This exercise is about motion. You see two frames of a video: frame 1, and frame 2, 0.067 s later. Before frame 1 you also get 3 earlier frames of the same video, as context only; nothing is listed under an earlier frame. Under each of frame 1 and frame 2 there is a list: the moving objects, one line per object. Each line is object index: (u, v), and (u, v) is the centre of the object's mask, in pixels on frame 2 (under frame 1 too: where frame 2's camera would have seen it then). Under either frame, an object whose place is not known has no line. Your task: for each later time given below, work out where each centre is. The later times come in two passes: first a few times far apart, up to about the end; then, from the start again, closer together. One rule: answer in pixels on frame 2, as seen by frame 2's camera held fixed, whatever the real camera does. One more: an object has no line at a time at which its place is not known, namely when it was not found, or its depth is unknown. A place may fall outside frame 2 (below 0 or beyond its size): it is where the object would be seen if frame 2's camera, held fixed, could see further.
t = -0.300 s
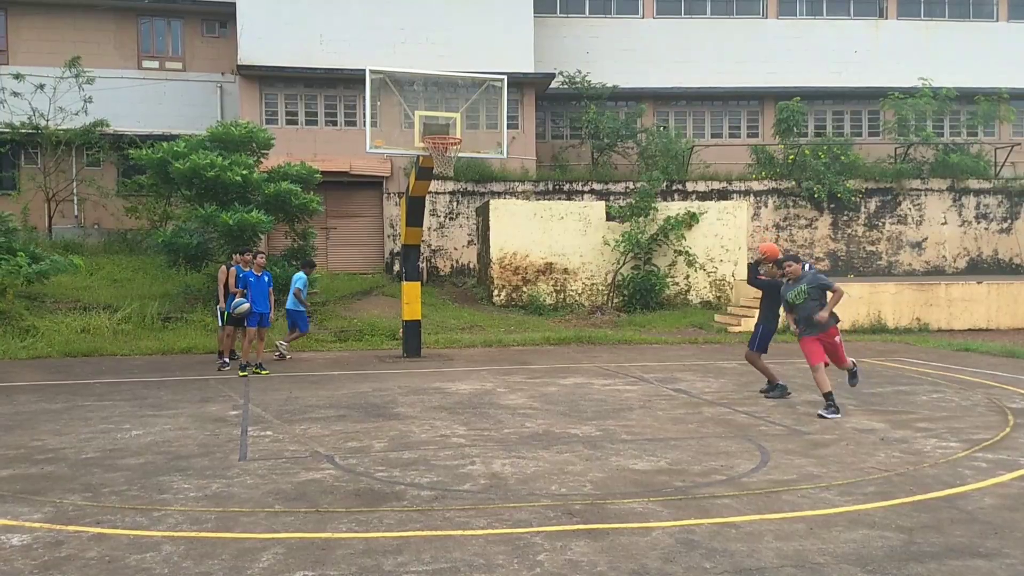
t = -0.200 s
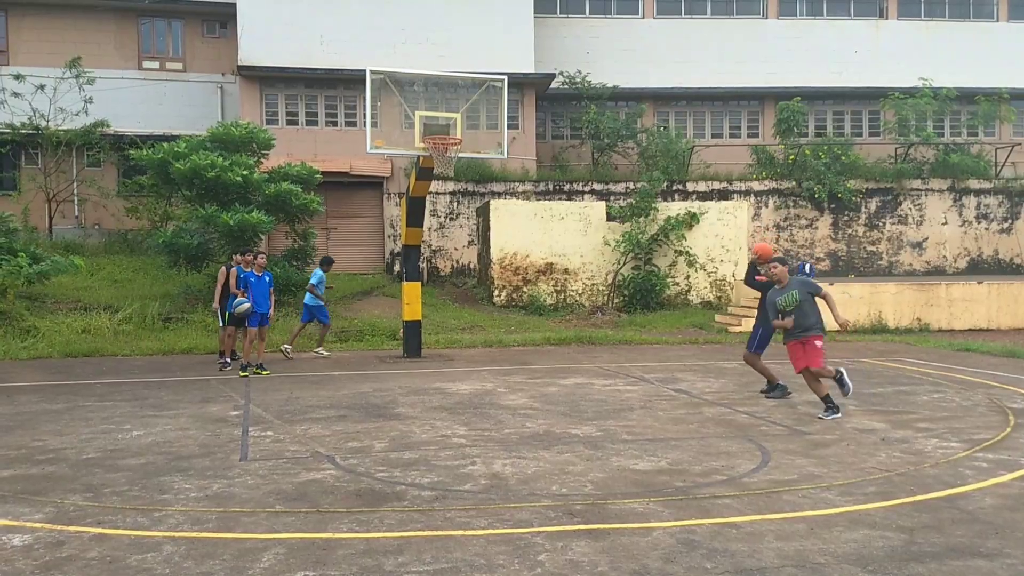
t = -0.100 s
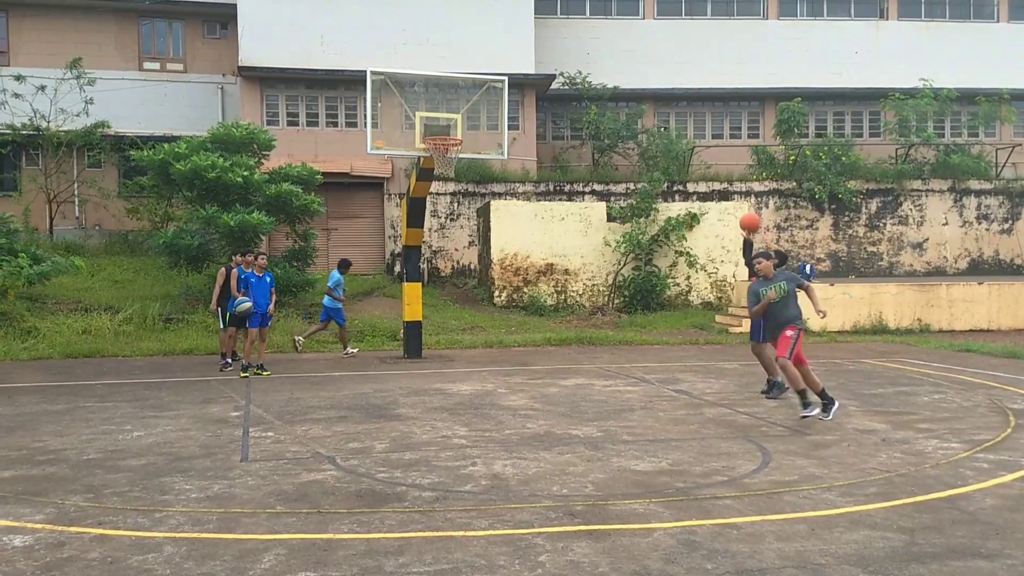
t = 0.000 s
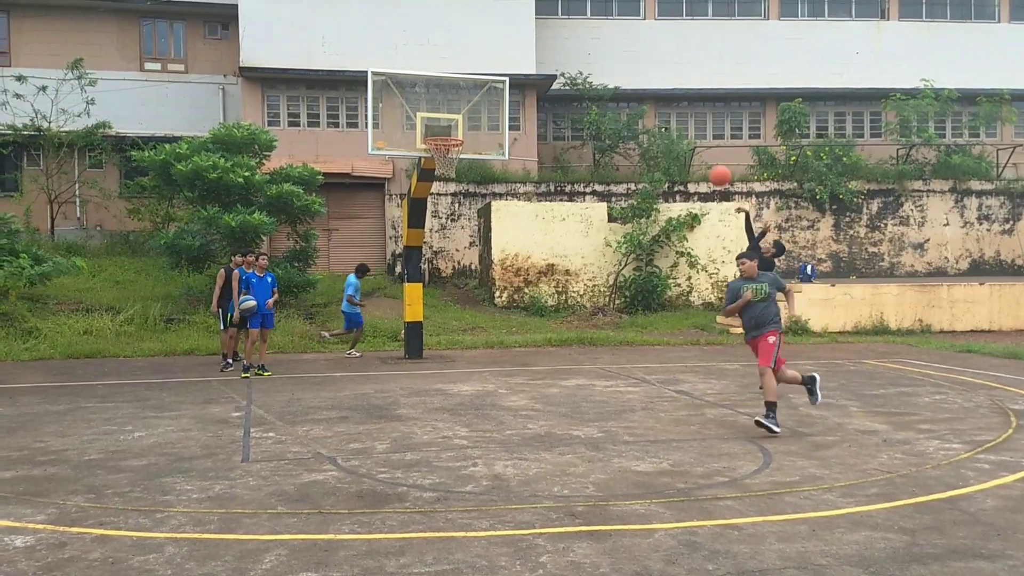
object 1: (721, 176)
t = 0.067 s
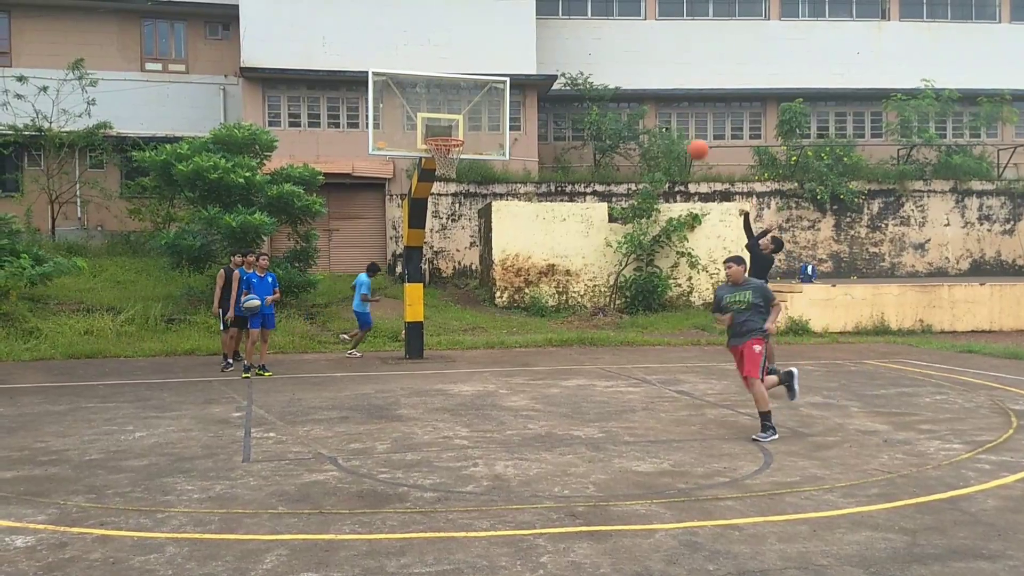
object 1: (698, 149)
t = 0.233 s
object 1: (644, 101)
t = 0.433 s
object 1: (582, 75)
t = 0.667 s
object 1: (515, 84)
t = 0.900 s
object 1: (453, 132)
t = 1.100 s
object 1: (411, 114)
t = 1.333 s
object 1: (363, 128)
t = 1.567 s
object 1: (314, 187)
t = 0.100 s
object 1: (687, 138)
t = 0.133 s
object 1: (676, 127)
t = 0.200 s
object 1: (654, 109)
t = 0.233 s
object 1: (644, 101)
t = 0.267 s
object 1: (633, 95)
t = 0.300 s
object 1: (623, 90)
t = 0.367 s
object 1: (602, 80)
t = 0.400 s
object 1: (592, 77)
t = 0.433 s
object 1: (582, 75)
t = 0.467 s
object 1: (572, 74)
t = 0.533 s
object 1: (553, 74)
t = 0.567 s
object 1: (543, 75)
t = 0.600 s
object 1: (534, 77)
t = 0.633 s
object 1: (524, 81)
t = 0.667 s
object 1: (515, 84)
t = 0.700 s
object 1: (506, 89)
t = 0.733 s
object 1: (496, 95)
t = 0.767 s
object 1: (488, 101)
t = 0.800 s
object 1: (478, 108)
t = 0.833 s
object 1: (470, 116)
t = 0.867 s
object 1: (461, 126)
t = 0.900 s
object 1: (453, 132)
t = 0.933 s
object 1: (445, 129)
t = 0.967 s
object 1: (439, 126)
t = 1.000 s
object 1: (432, 121)
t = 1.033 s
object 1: (425, 118)
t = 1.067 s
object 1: (419, 115)
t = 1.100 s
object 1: (411, 114)
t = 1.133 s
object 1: (405, 113)
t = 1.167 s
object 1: (398, 114)
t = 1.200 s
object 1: (391, 115)
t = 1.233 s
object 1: (384, 117)
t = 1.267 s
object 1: (377, 120)
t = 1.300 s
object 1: (370, 124)
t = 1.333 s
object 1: (363, 128)
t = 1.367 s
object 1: (356, 134)
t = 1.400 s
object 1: (349, 141)
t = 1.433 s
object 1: (342, 148)
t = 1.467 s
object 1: (335, 157)
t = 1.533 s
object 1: (321, 177)
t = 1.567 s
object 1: (314, 187)
